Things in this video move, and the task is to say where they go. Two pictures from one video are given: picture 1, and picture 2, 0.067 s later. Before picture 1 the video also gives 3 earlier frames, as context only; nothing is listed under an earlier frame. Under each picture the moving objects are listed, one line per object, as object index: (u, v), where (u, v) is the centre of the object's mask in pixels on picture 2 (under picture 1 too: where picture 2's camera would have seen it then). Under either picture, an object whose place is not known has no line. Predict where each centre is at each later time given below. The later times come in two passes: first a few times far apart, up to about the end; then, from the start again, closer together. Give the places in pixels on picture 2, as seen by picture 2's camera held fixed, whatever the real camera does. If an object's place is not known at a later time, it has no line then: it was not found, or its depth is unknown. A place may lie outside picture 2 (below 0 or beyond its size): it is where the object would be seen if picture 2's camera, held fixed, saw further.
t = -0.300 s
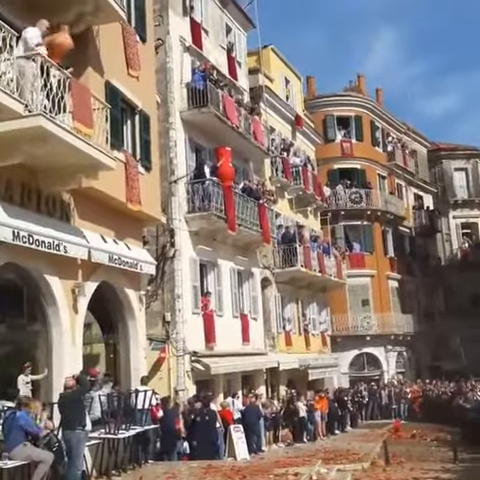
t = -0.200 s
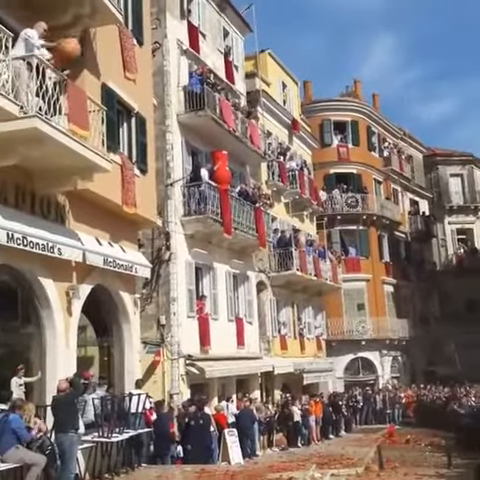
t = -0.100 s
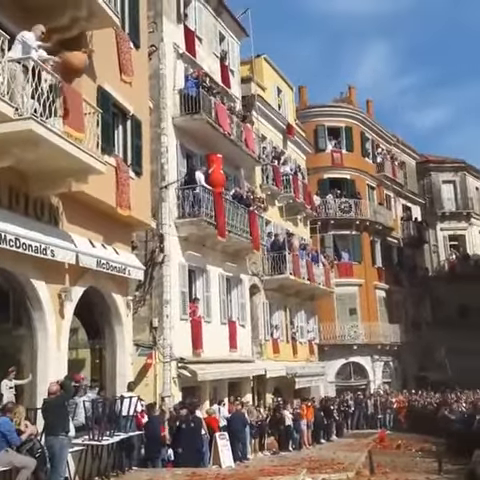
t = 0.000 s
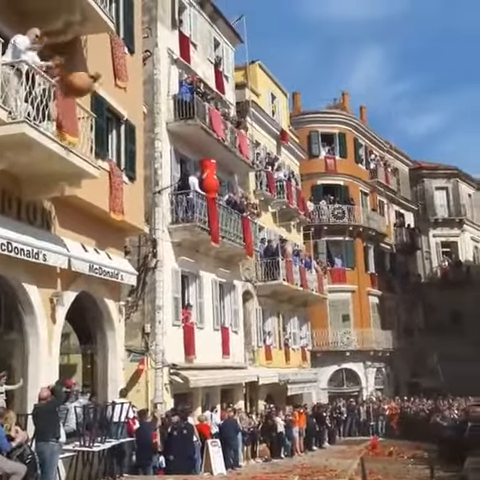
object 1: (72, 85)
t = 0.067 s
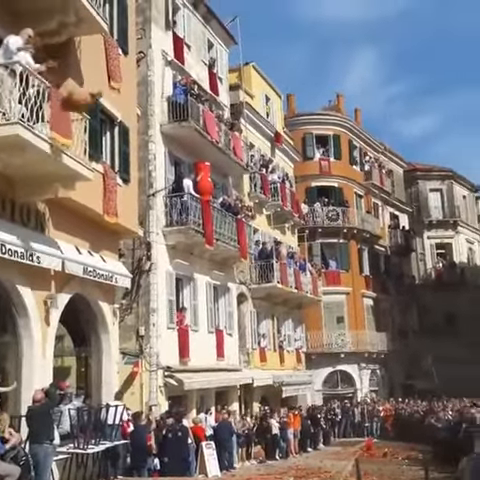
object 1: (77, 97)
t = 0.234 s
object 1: (95, 144)
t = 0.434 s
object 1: (114, 227)
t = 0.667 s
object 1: (139, 364)
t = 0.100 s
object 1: (82, 107)
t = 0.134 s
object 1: (89, 115)
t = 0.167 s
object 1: (89, 124)
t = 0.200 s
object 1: (91, 134)
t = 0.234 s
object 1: (95, 144)
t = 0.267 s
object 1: (98, 157)
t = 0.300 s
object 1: (102, 169)
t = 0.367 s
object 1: (111, 196)
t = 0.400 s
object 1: (112, 213)
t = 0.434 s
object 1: (114, 227)
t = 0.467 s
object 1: (119, 241)
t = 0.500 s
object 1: (122, 260)
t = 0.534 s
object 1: (126, 281)
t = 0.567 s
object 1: (129, 298)
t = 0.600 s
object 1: (133, 319)
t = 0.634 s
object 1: (137, 342)
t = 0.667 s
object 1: (139, 364)
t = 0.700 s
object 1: (141, 387)
